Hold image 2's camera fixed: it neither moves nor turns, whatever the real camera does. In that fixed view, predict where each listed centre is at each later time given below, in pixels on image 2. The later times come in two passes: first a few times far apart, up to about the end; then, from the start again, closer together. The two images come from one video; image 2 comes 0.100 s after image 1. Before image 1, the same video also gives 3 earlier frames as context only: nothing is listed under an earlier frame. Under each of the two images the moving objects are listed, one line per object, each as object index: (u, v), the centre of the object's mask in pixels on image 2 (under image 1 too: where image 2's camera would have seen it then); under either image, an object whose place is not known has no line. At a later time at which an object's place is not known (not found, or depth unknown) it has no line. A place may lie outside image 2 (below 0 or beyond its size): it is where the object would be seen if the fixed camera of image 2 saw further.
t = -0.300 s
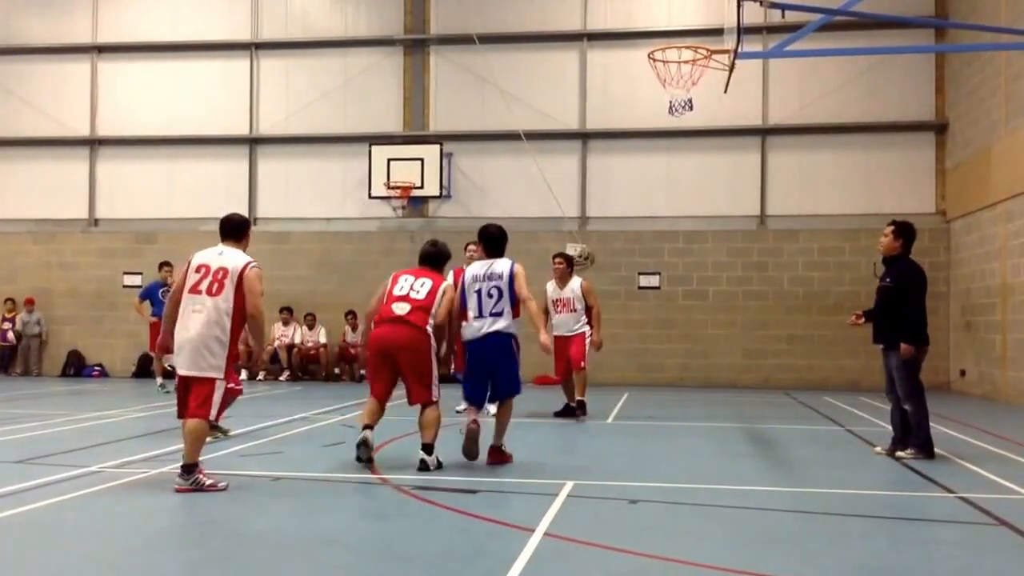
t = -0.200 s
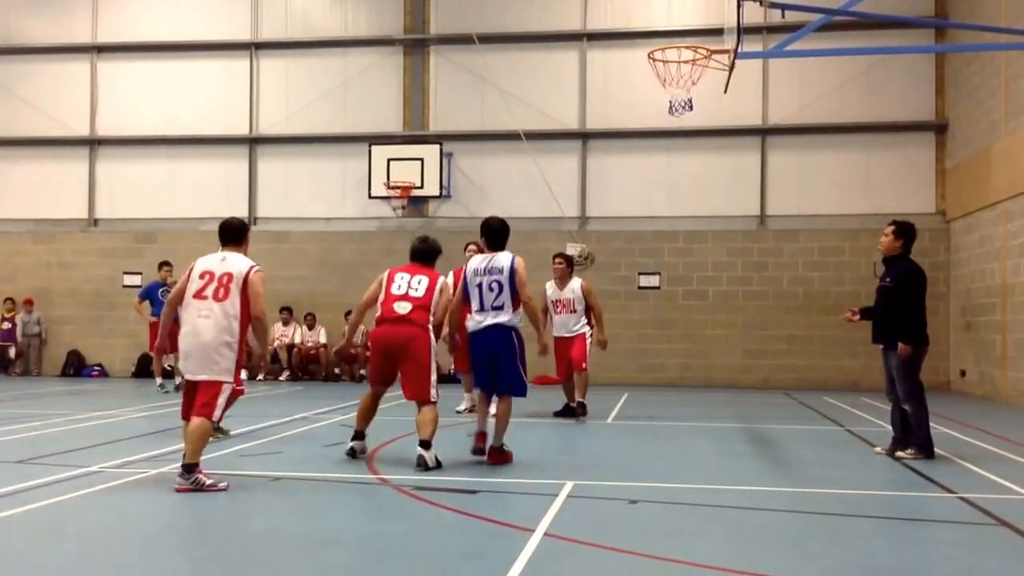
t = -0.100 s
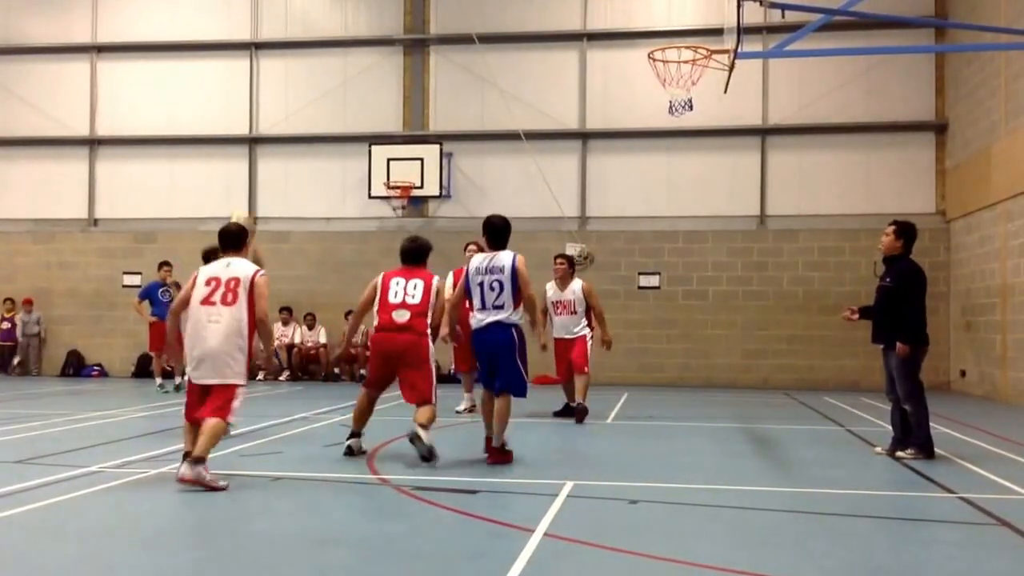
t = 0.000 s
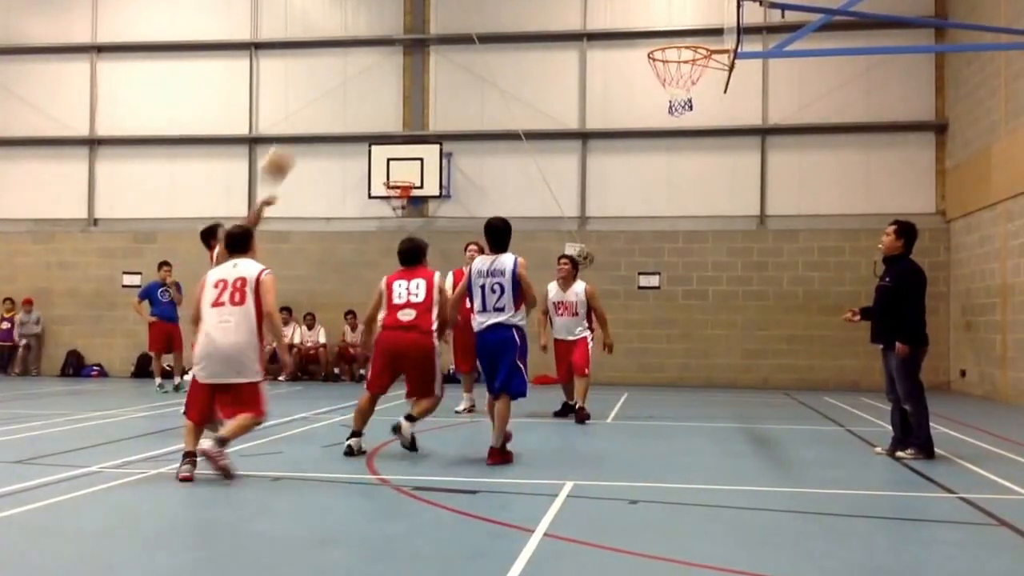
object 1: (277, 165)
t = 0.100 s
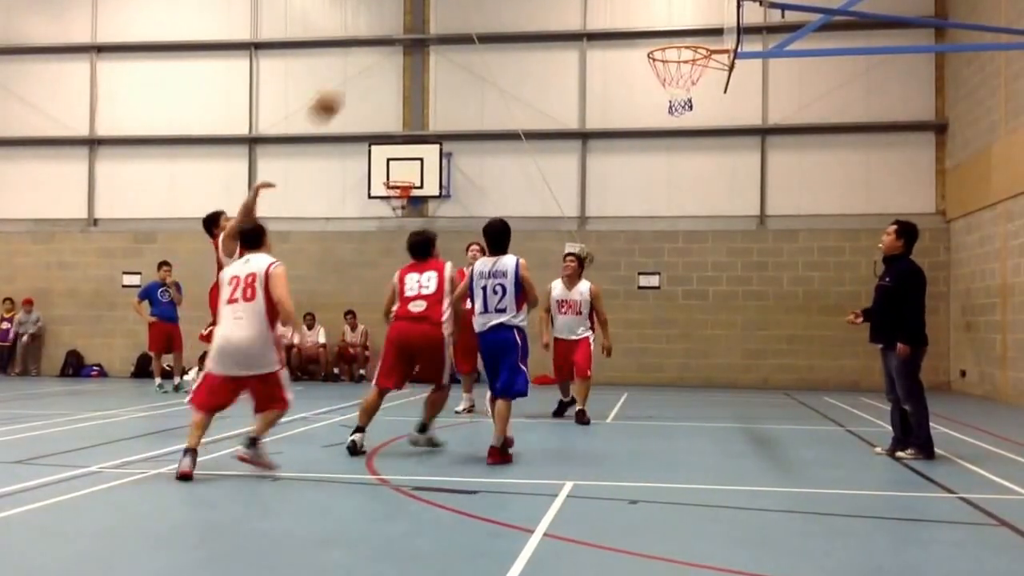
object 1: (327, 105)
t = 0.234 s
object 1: (390, 40)
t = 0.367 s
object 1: (455, 6)
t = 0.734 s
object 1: (635, 3)
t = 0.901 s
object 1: (709, 31)
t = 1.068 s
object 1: (702, 1)
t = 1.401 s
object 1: (670, 11)
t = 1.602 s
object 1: (692, 58)
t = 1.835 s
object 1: (667, 103)
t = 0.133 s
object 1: (343, 88)
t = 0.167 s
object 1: (359, 68)
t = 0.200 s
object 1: (375, 53)
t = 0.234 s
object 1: (390, 40)
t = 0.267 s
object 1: (408, 25)
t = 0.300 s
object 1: (423, 14)
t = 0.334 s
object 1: (438, 9)
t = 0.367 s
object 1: (455, 6)
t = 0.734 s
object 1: (635, 3)
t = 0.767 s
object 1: (650, 6)
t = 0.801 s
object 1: (668, 11)
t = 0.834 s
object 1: (683, 19)
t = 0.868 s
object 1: (702, 31)
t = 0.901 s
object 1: (709, 31)
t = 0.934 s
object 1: (713, 18)
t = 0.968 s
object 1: (712, 9)
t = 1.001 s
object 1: (709, 6)
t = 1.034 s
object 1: (705, 3)
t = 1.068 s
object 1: (702, 1)
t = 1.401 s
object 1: (670, 11)
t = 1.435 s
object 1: (667, 20)
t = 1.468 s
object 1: (664, 30)
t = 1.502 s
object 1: (660, 42)
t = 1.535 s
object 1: (668, 46)
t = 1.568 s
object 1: (680, 50)
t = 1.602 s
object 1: (692, 58)
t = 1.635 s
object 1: (693, 64)
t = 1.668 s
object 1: (688, 69)
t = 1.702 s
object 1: (682, 77)
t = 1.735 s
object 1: (676, 87)
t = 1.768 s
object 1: (672, 96)
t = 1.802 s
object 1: (670, 100)
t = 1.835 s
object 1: (667, 103)
